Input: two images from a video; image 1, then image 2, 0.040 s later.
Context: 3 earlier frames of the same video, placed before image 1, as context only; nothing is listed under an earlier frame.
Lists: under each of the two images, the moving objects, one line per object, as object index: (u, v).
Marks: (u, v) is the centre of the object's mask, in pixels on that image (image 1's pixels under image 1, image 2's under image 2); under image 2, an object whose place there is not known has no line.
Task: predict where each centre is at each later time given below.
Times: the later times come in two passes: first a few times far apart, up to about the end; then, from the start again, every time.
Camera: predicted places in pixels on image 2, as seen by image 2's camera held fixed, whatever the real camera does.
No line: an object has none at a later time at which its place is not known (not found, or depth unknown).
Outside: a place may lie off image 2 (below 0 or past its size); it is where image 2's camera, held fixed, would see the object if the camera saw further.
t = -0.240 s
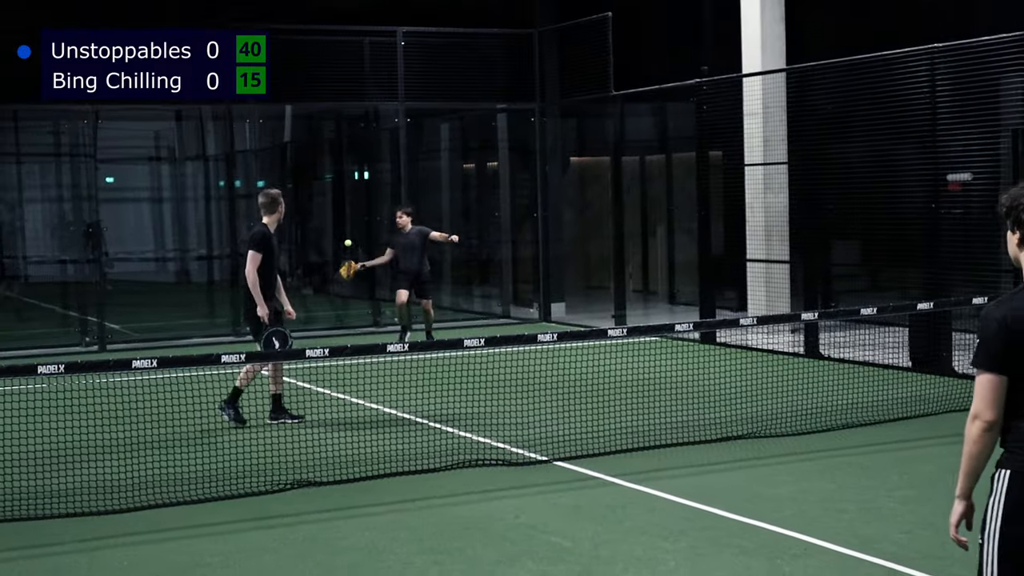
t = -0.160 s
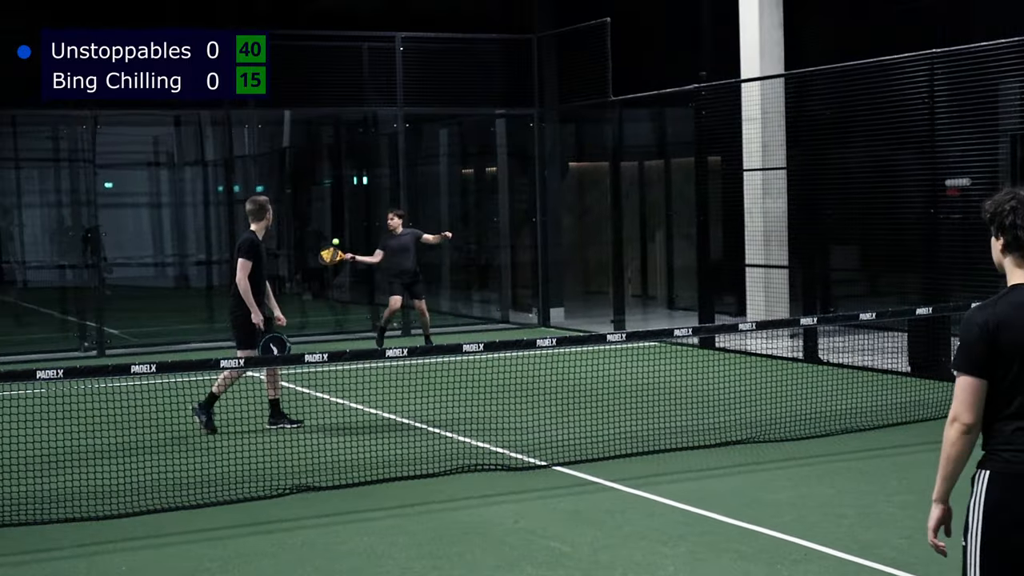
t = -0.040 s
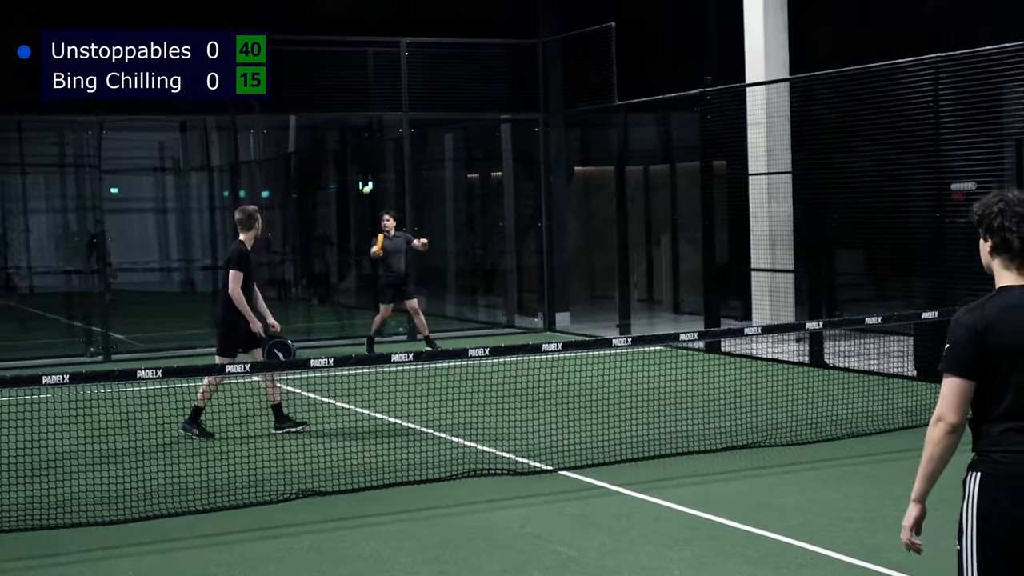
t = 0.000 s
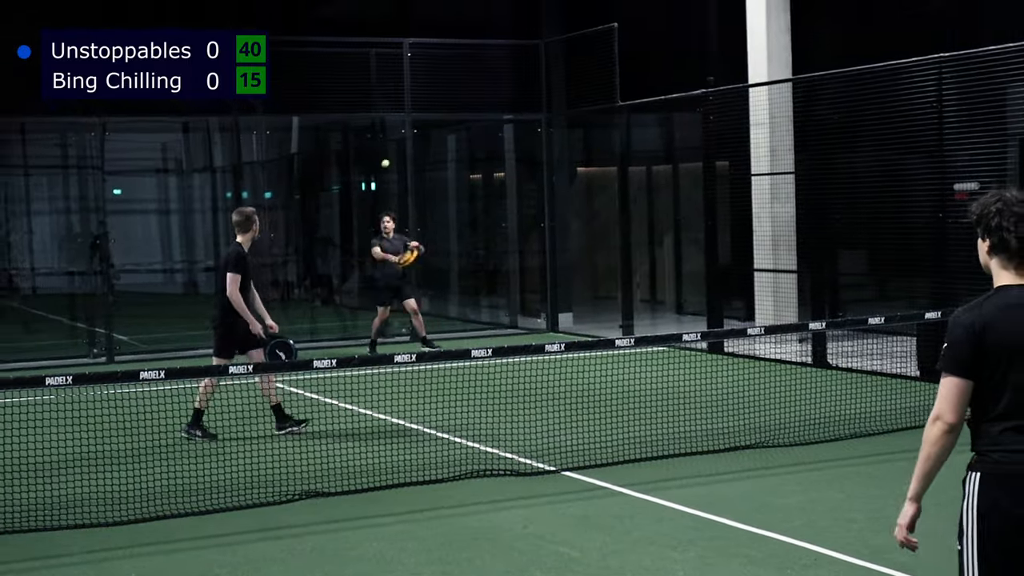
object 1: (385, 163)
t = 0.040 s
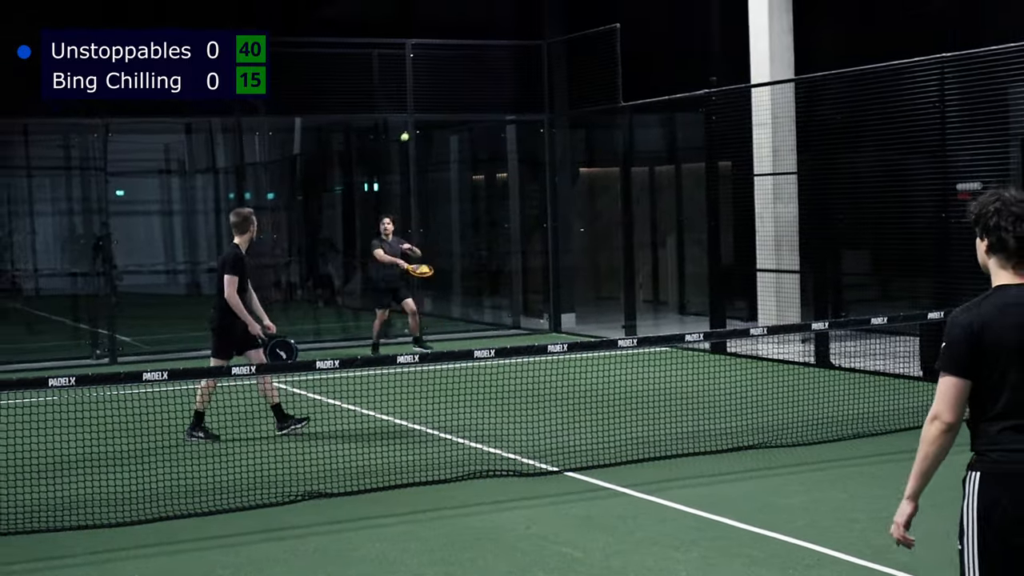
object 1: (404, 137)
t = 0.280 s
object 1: (521, -20)
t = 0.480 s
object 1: (649, -142)
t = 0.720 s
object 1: (853, -266)
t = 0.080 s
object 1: (422, 110)
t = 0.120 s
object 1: (440, 84)
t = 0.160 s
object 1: (459, 58)
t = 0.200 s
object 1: (478, 32)
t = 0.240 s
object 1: (498, 6)
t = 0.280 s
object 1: (521, -20)
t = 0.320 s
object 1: (547, -45)
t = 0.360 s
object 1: (573, -70)
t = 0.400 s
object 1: (599, -96)
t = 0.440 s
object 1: (623, -119)
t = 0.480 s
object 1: (649, -142)
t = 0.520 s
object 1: (678, -163)
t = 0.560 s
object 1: (709, -184)
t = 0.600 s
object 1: (743, -204)
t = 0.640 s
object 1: (778, -225)
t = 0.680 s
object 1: (813, -246)
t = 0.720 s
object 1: (853, -266)
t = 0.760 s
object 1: (896, -283)
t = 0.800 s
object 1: (942, -300)
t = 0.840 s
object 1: (990, -315)
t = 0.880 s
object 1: (1042, -329)
